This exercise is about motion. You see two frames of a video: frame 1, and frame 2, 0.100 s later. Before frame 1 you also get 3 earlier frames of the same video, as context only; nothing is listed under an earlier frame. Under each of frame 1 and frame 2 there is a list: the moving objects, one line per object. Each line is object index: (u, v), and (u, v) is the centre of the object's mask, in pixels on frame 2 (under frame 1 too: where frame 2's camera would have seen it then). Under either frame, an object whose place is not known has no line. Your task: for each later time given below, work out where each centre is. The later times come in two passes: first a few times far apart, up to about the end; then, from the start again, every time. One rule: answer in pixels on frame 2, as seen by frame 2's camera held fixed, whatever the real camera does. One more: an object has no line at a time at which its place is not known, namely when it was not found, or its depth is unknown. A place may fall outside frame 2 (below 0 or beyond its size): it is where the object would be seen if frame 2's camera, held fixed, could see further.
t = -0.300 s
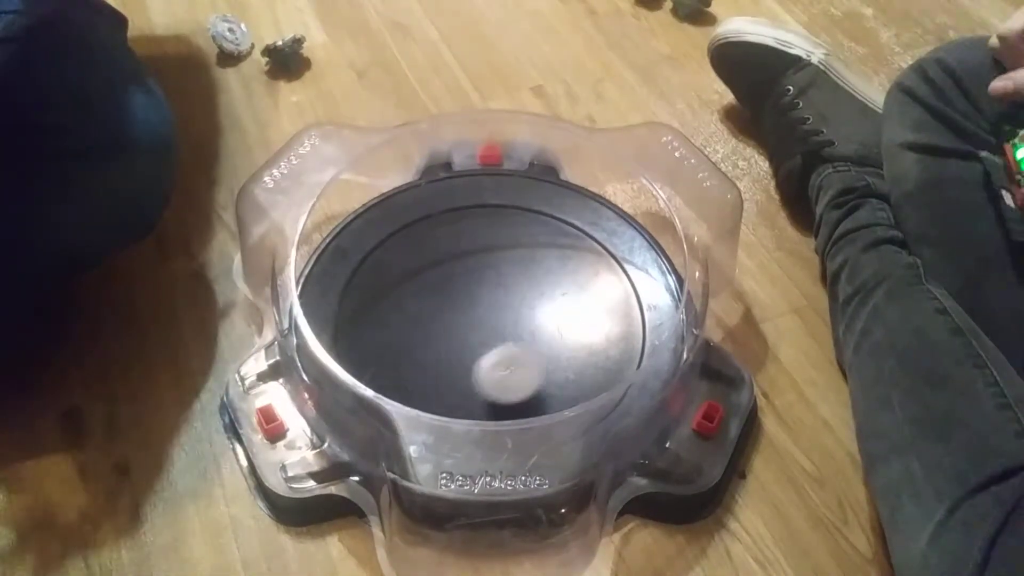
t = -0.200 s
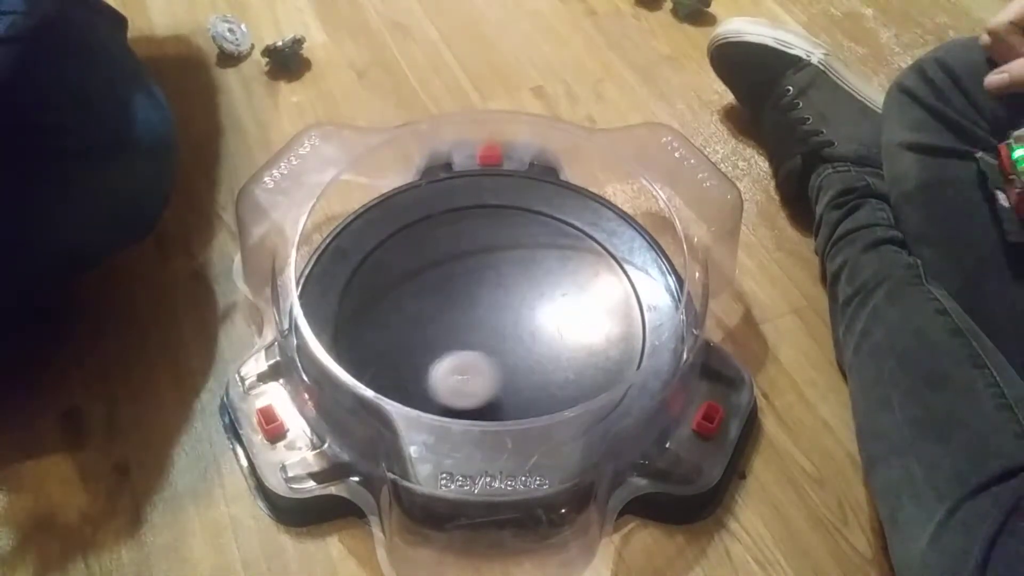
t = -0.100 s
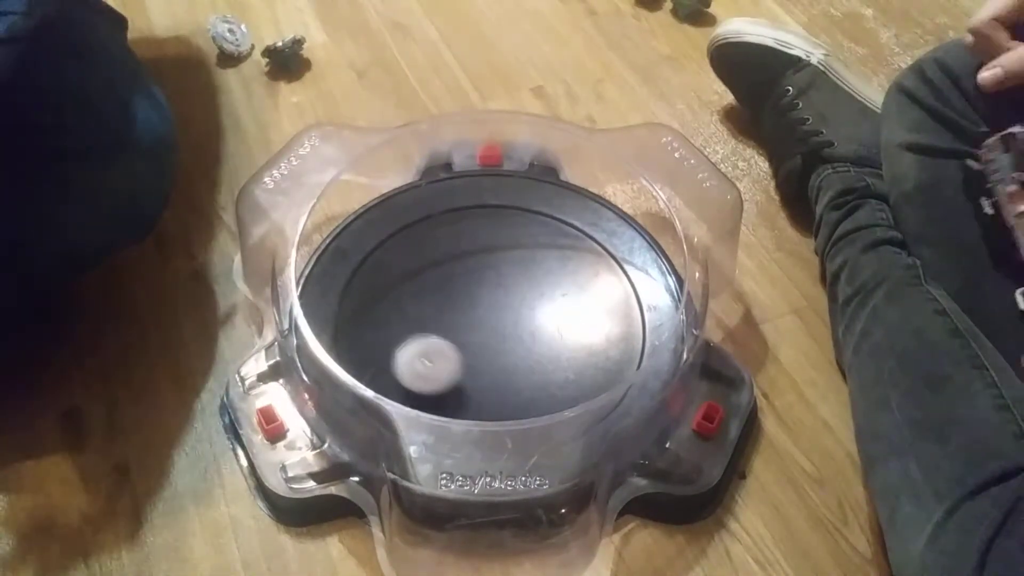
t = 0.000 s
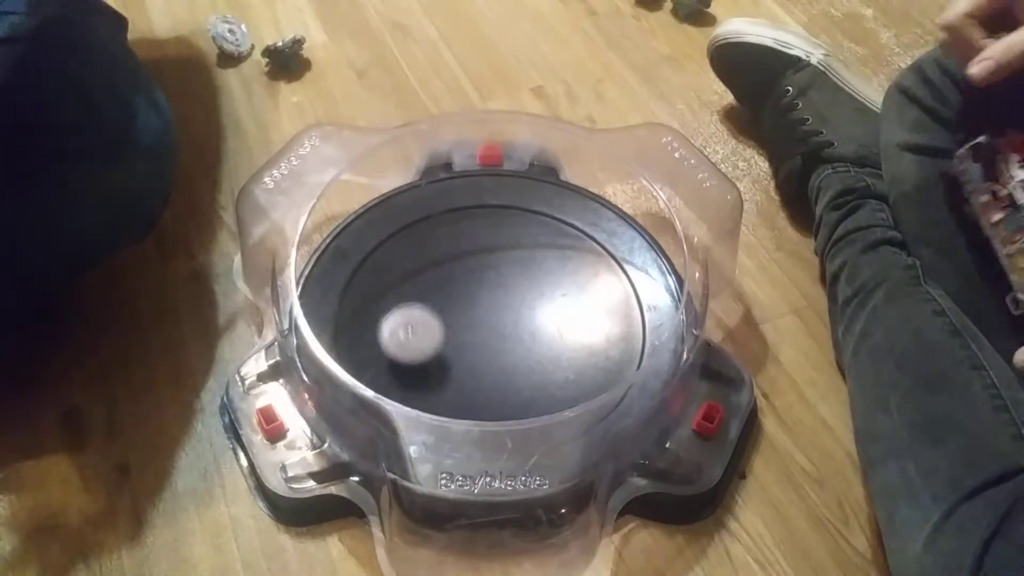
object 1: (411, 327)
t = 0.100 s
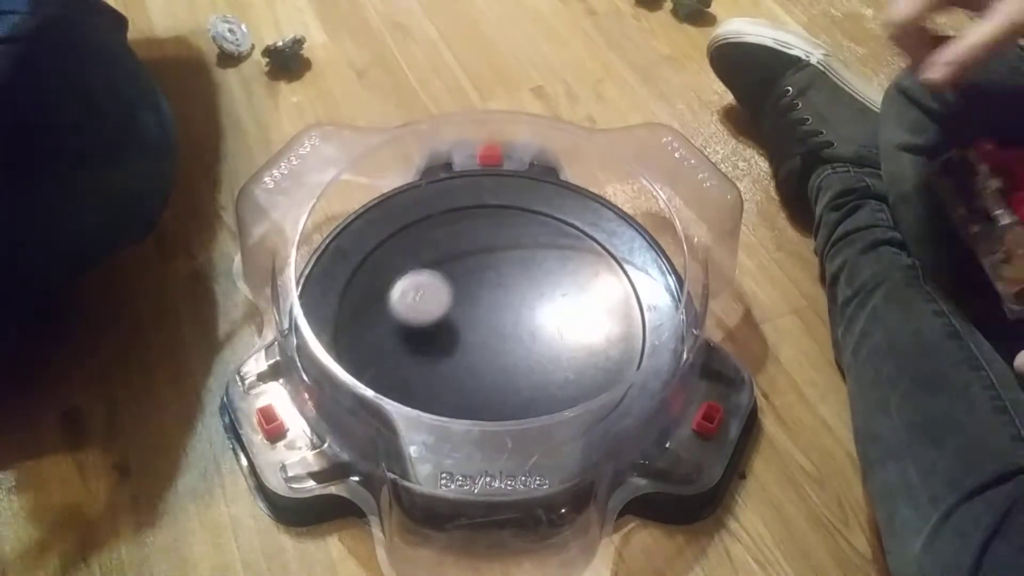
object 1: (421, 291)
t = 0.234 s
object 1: (461, 264)
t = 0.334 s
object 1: (501, 262)
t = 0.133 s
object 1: (429, 282)
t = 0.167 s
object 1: (437, 275)
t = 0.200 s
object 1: (448, 269)
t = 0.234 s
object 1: (461, 264)
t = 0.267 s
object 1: (476, 261)
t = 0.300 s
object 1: (489, 262)
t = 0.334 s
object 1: (501, 262)
